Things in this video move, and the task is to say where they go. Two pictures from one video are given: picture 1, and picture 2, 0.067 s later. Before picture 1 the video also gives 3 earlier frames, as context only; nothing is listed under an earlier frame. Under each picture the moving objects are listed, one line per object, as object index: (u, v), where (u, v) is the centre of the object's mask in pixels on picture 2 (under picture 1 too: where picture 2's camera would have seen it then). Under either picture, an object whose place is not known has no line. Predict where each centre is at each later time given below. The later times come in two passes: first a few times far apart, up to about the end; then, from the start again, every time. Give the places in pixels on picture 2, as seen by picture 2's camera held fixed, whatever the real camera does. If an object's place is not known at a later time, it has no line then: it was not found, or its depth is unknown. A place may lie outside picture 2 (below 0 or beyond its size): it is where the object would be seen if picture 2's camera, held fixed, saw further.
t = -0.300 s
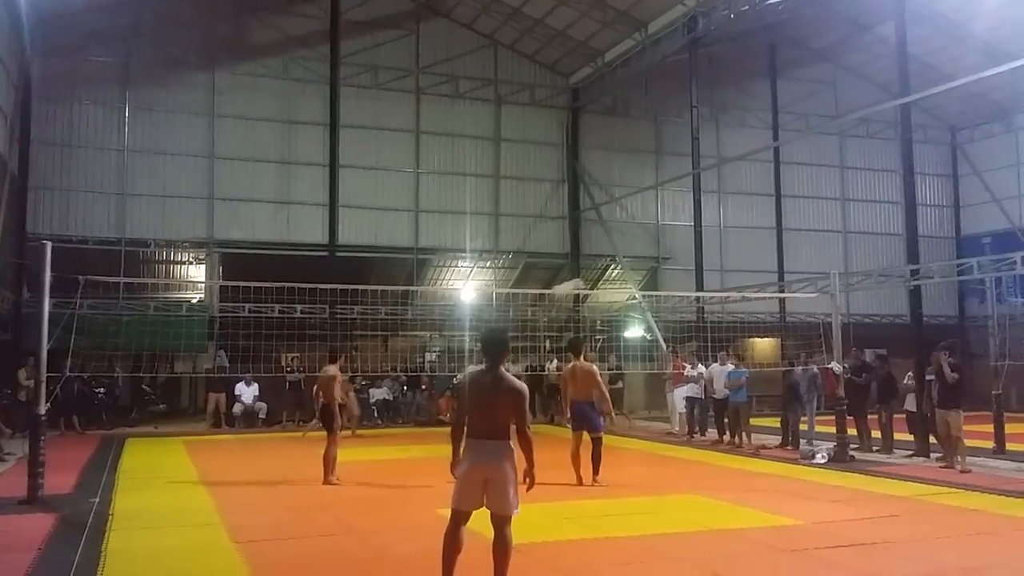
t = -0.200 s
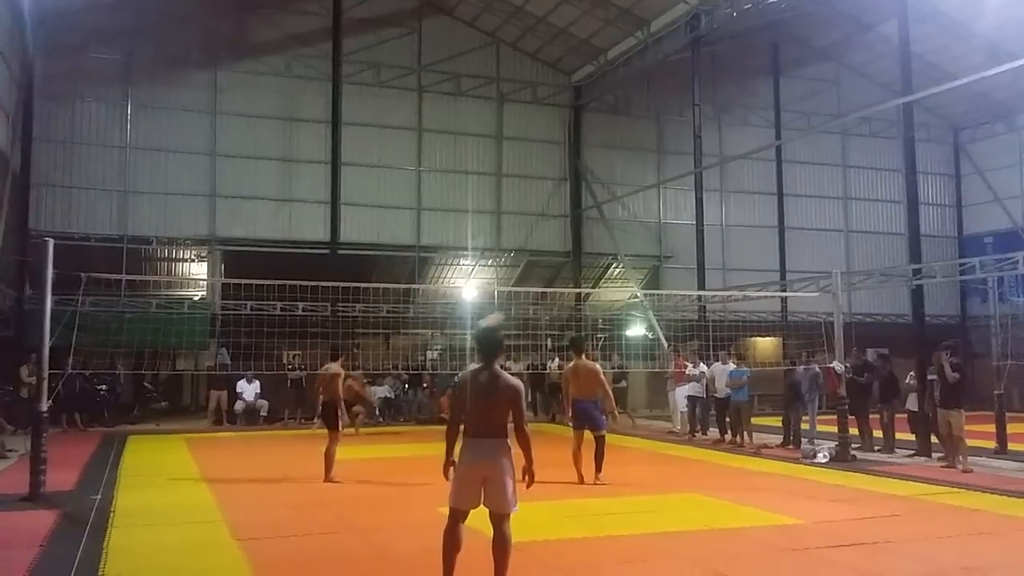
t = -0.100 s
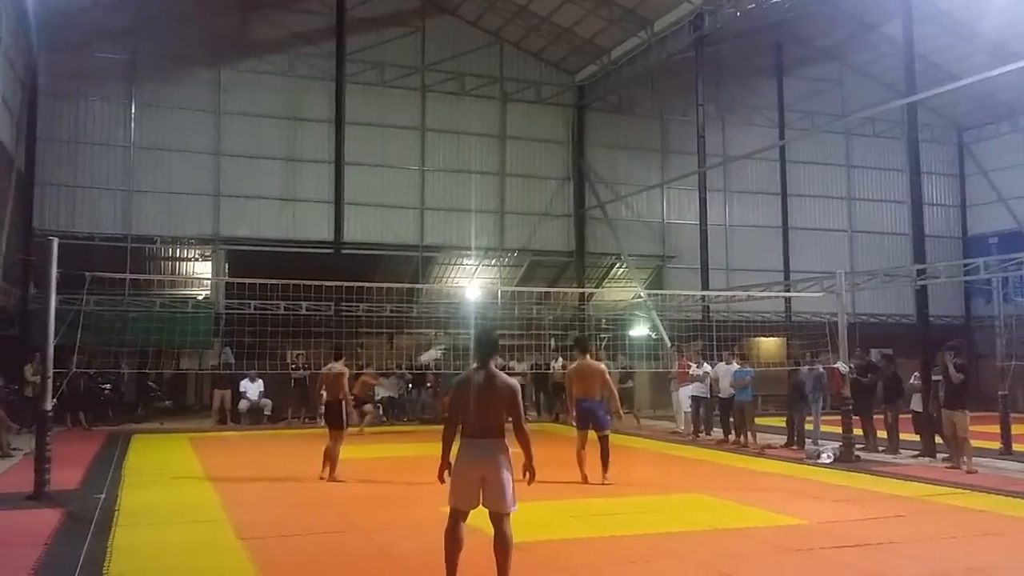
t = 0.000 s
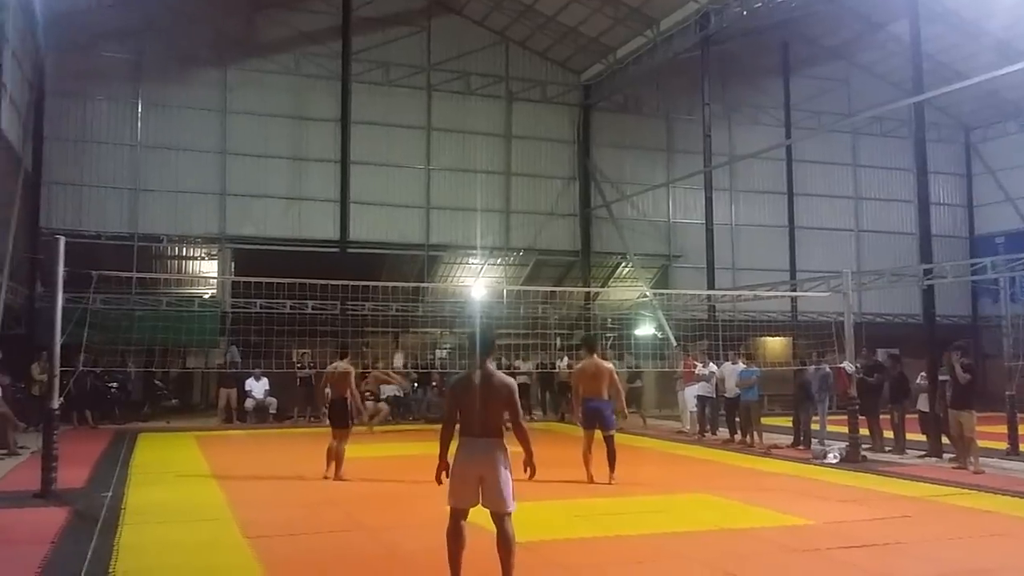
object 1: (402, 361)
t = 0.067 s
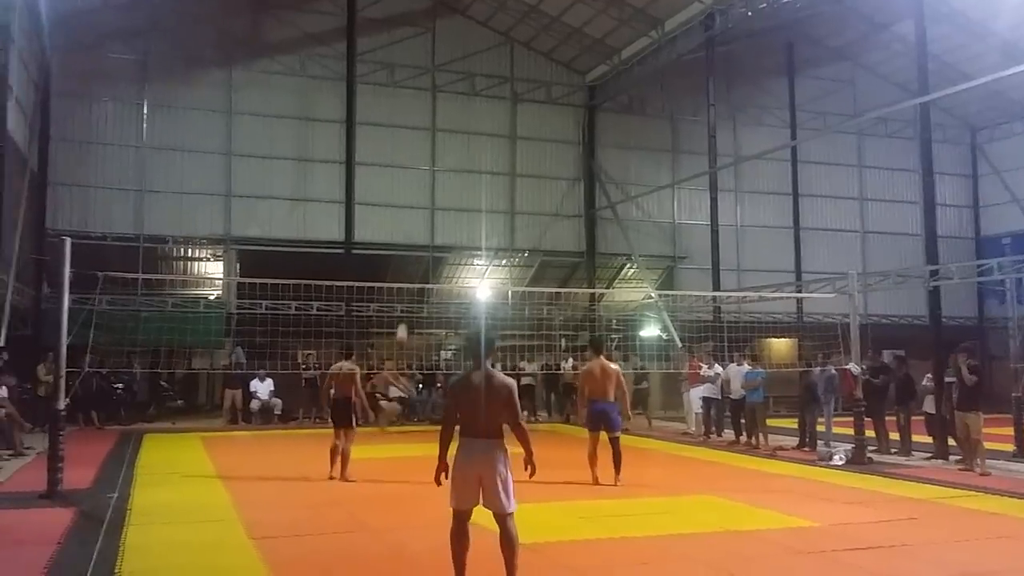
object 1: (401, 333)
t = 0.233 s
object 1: (397, 265)
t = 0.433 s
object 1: (389, 198)
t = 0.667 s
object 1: (377, 142)
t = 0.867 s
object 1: (366, 114)
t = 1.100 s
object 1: (351, 108)
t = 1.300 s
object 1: (335, 128)
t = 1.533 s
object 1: (315, 188)
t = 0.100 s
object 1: (400, 318)
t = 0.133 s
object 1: (400, 304)
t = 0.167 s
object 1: (399, 291)
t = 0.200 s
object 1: (398, 277)
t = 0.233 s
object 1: (397, 265)
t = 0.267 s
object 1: (396, 253)
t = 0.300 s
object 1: (394, 241)
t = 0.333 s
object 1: (393, 229)
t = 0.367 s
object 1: (392, 218)
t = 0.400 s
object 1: (391, 207)
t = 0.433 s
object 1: (389, 198)
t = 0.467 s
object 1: (387, 188)
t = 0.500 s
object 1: (386, 179)
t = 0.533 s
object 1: (384, 170)
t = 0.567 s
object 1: (383, 163)
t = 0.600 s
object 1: (381, 156)
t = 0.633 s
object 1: (379, 148)
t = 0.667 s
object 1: (377, 142)
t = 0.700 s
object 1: (376, 136)
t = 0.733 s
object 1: (374, 130)
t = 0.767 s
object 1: (372, 125)
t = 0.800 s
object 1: (370, 121)
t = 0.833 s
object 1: (368, 117)
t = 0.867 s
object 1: (366, 114)
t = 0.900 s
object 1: (364, 112)
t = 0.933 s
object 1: (362, 109)
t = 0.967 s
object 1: (359, 108)
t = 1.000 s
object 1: (357, 107)
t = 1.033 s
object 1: (355, 107)
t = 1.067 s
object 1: (353, 107)
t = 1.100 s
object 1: (351, 108)
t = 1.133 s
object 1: (348, 110)
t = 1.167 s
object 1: (346, 112)
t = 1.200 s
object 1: (343, 115)
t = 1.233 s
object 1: (341, 118)
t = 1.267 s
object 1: (338, 123)
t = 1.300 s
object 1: (335, 128)
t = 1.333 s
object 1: (333, 134)
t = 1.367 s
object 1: (330, 141)
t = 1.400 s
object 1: (327, 149)
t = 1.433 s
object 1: (325, 156)
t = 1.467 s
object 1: (321, 166)
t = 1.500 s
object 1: (318, 177)
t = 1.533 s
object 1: (315, 188)
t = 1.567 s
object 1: (312, 201)
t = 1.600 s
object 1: (309, 214)
